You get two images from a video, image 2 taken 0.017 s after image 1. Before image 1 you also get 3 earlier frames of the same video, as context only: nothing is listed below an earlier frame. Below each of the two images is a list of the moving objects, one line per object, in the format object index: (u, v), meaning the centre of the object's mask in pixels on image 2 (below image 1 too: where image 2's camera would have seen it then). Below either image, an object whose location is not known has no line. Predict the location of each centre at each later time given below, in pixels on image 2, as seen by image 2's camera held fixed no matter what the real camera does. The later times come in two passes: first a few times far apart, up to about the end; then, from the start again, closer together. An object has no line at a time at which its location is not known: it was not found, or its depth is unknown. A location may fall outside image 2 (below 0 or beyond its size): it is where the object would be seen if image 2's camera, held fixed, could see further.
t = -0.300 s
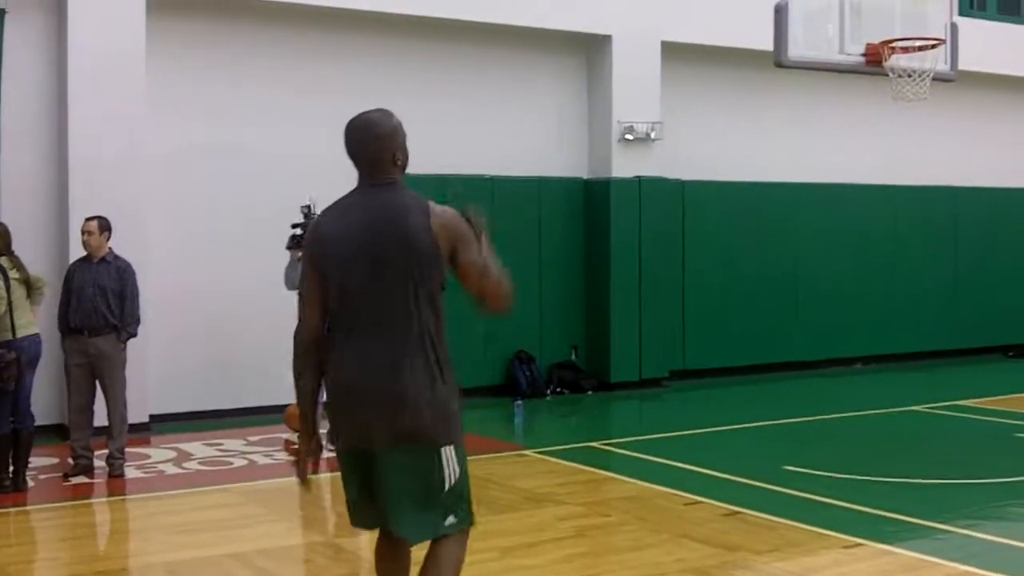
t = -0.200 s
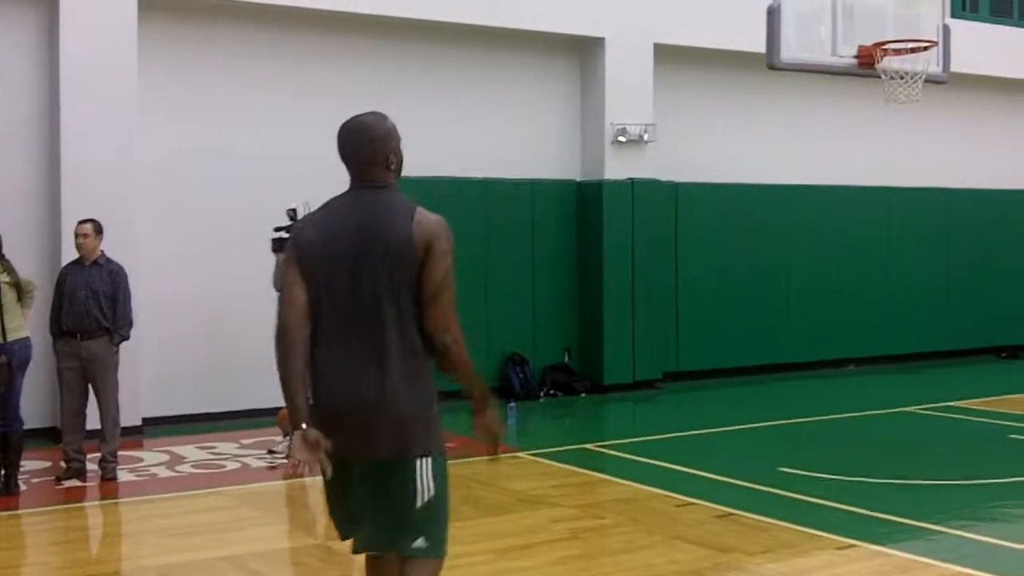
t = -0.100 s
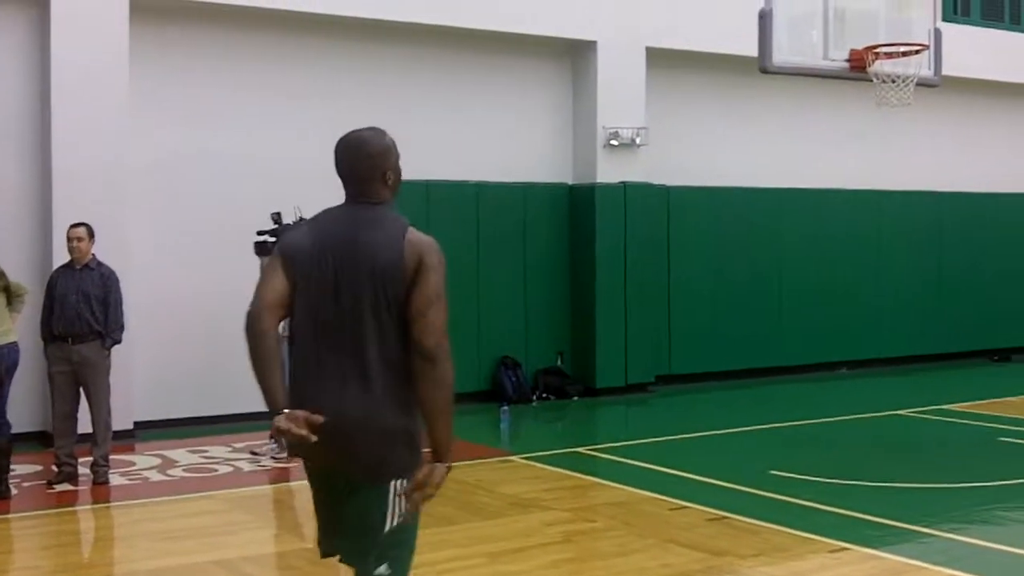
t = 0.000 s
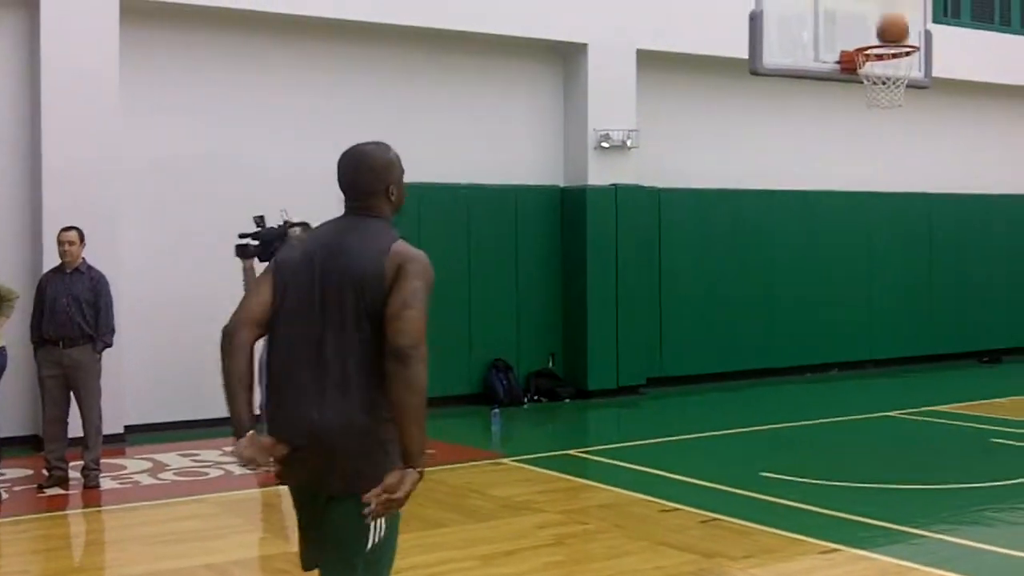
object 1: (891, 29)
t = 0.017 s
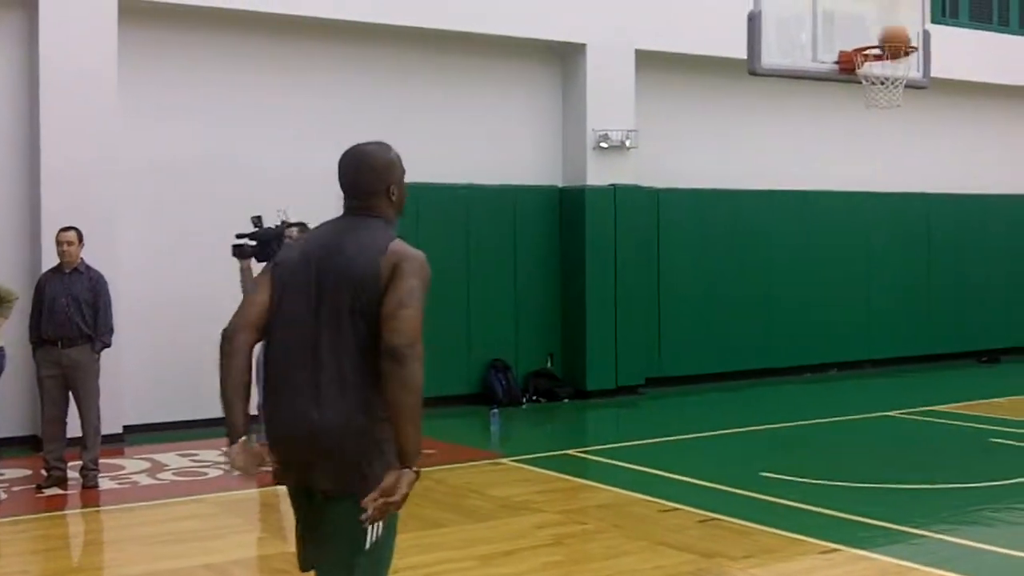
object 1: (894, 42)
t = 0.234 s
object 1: (851, 138)
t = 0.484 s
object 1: (795, 283)
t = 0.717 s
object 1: (744, 397)
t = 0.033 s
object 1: (898, 54)
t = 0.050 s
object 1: (896, 65)
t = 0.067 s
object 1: (892, 73)
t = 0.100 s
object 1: (882, 93)
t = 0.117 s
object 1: (878, 97)
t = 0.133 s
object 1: (875, 100)
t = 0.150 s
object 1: (871, 105)
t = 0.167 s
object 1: (867, 111)
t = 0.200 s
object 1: (859, 124)
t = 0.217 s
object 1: (855, 131)
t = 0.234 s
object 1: (851, 138)
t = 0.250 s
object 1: (847, 145)
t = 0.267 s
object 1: (844, 153)
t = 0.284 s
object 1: (840, 161)
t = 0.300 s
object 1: (835, 170)
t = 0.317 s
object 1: (832, 178)
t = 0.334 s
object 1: (828, 187)
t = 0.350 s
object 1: (824, 196)
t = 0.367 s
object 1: (820, 205)
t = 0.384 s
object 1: (816, 216)
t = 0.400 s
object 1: (814, 226)
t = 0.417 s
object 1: (810, 237)
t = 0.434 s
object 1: (805, 248)
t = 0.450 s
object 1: (802, 259)
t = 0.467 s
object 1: (799, 271)
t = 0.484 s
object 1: (795, 283)
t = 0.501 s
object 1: (790, 296)
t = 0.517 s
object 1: (787, 308)
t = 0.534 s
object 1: (783, 320)
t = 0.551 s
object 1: (781, 334)
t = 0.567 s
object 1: (775, 347)
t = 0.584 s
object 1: (771, 361)
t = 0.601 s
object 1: (768, 375)
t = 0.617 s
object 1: (764, 389)
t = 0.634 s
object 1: (761, 404)
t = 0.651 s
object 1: (759, 420)
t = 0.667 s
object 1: (754, 432)
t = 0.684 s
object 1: (751, 418)
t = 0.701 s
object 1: (748, 408)
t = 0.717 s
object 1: (744, 397)
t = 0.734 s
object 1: (742, 387)
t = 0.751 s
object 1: (738, 376)
